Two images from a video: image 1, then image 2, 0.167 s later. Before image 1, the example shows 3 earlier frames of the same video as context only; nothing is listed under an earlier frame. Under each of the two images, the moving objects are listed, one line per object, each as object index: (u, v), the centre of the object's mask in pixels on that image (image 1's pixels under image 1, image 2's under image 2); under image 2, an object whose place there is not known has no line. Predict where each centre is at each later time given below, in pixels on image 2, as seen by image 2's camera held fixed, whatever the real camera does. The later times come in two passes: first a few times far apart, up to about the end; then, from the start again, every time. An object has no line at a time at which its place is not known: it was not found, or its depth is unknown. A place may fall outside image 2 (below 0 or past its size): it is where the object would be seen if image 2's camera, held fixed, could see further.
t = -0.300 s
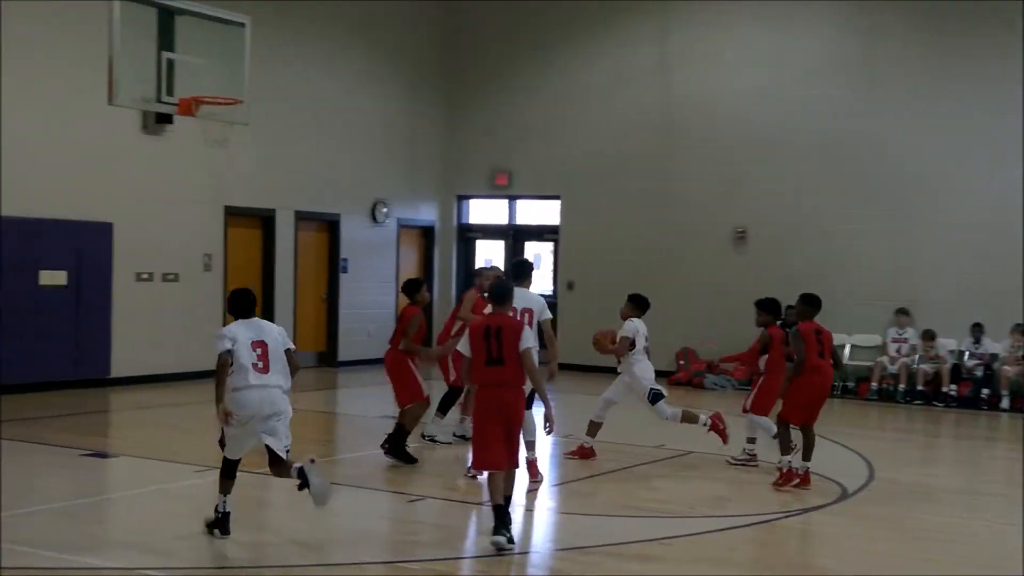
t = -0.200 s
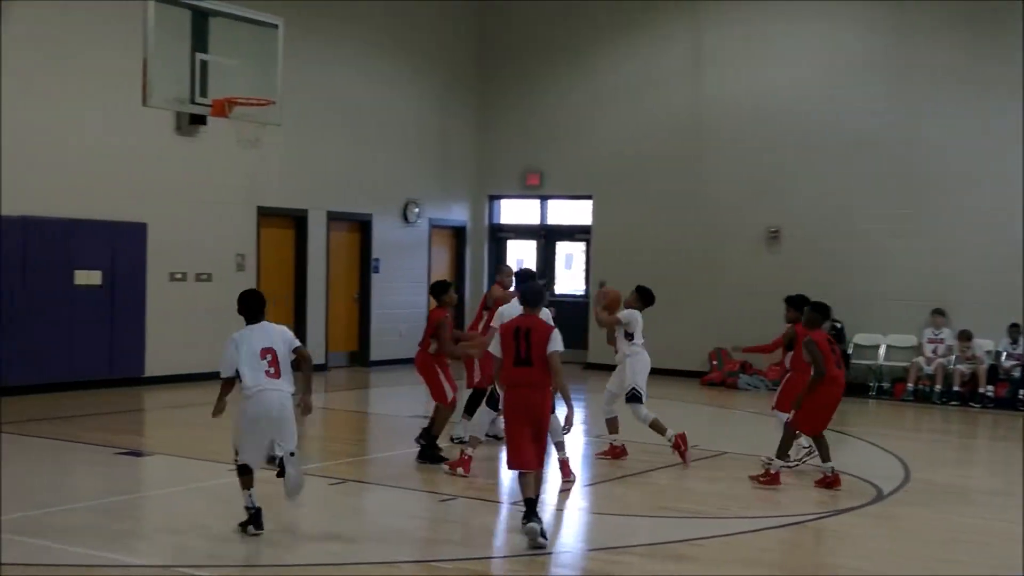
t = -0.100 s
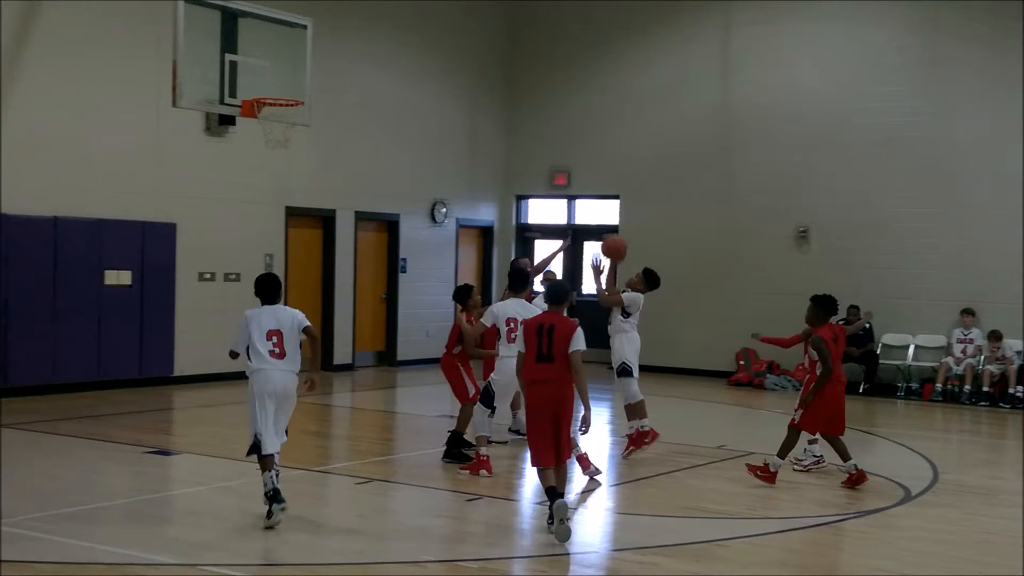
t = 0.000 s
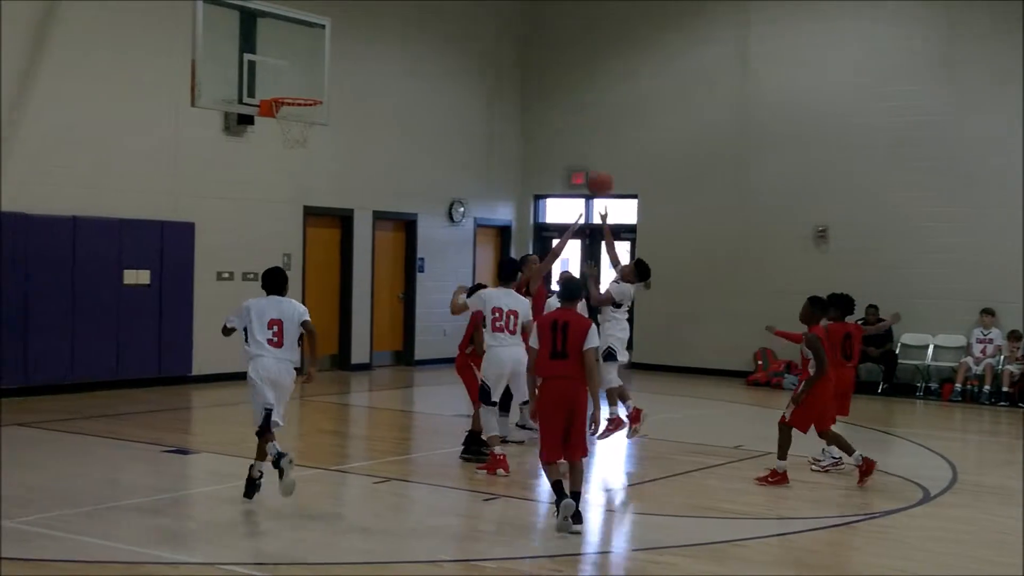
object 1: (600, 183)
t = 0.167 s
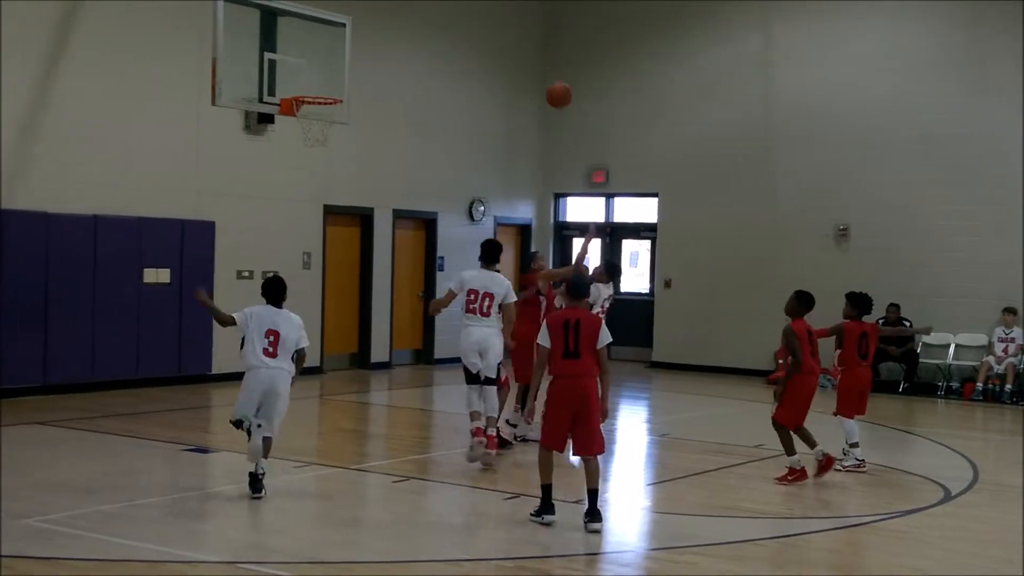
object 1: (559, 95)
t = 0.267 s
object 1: (523, 59)
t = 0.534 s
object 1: (431, 18)
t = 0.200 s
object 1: (546, 82)
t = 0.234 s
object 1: (535, 69)
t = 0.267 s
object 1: (523, 59)
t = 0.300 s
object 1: (511, 49)
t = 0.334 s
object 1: (500, 41)
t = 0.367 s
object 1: (488, 34)
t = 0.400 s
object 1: (477, 29)
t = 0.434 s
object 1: (465, 24)
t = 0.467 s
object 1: (454, 21)
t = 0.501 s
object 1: (442, 19)
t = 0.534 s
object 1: (431, 18)
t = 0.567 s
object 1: (420, 18)
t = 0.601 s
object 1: (408, 19)
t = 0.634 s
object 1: (397, 23)
